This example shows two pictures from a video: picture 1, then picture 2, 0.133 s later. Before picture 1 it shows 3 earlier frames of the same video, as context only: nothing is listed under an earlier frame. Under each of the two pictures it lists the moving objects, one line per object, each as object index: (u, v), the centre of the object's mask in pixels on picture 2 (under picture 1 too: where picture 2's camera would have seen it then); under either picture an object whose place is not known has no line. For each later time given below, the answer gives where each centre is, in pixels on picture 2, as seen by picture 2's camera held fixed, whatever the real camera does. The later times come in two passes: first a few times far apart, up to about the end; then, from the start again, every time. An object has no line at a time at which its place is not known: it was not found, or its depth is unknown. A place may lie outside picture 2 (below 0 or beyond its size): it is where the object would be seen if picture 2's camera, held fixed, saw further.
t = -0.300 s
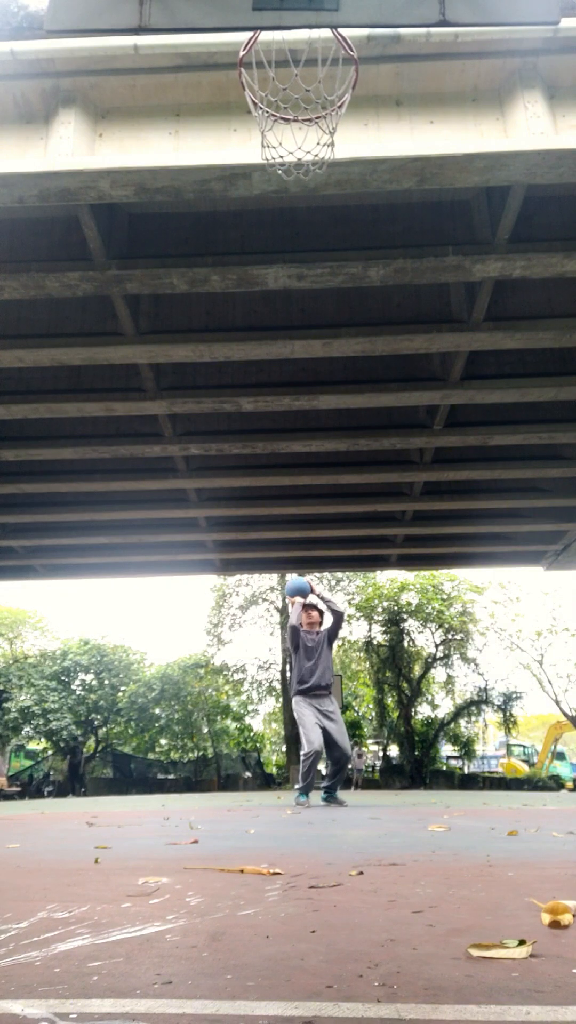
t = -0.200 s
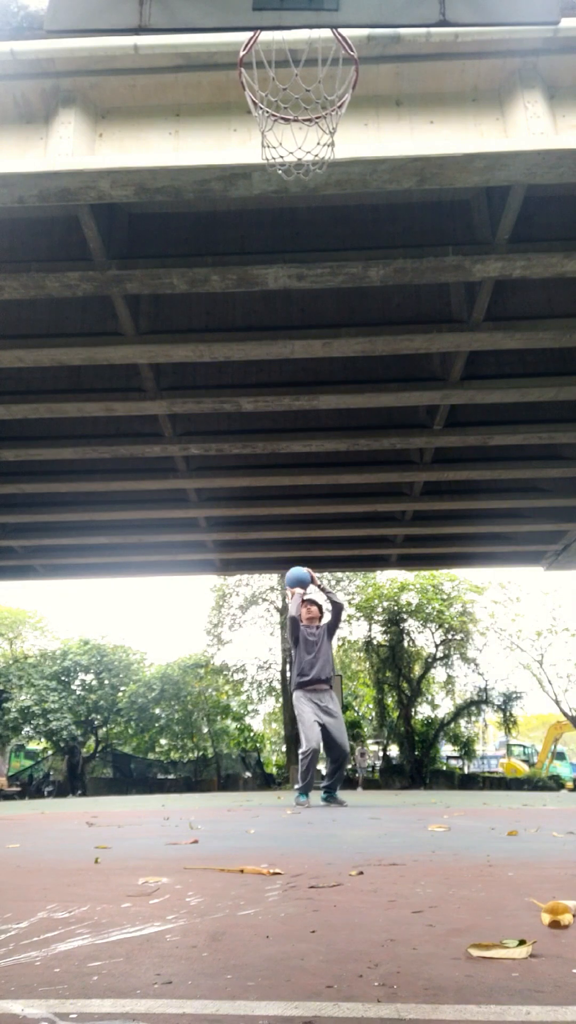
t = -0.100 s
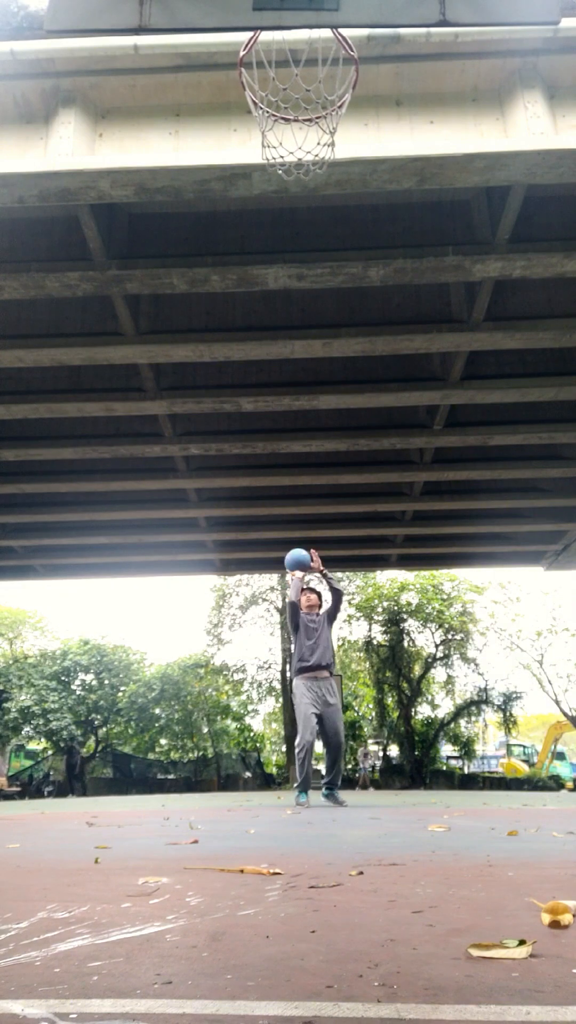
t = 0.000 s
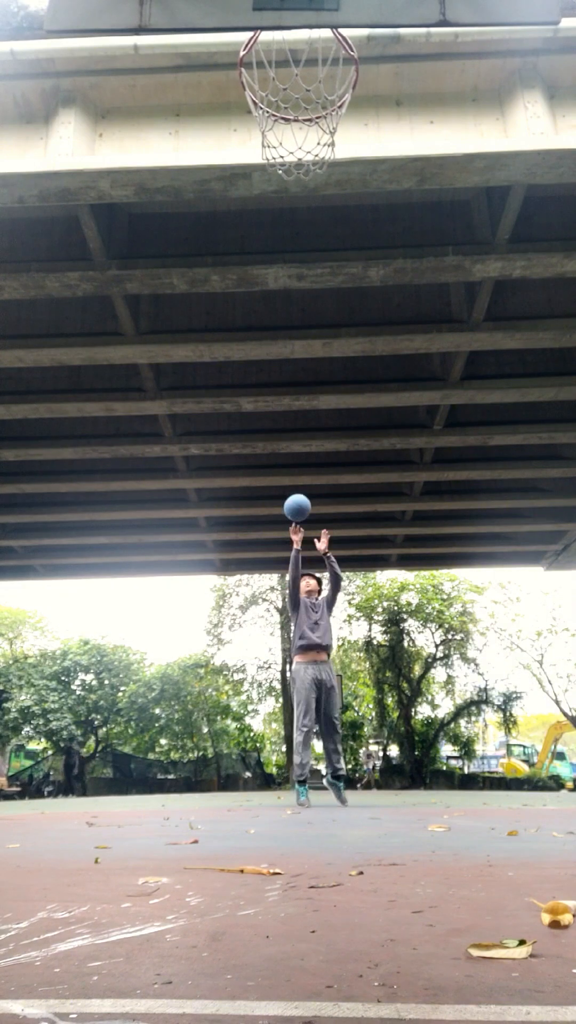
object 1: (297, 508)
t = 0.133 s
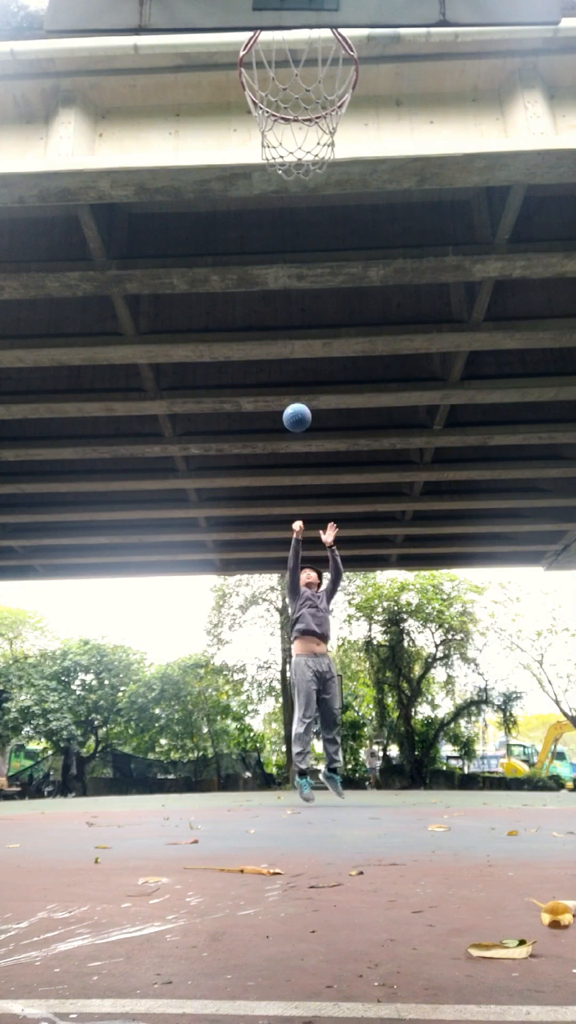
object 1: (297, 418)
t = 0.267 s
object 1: (297, 336)
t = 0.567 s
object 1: (299, 184)
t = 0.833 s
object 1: (305, 90)
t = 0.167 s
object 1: (297, 396)
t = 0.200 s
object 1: (297, 376)
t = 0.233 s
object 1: (297, 356)
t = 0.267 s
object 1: (297, 336)
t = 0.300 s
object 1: (297, 318)
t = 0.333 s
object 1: (297, 299)
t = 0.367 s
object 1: (298, 281)
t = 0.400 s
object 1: (298, 263)
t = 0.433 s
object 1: (298, 247)
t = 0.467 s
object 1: (298, 230)
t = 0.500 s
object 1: (299, 215)
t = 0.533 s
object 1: (299, 199)
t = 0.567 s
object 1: (299, 184)
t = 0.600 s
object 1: (299, 172)
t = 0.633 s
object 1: (299, 159)
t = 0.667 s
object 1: (300, 144)
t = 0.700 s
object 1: (301, 133)
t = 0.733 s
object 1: (303, 120)
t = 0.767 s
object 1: (303, 108)
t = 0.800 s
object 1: (304, 98)
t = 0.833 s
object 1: (305, 90)
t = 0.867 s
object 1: (306, 81)
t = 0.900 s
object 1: (308, 74)
